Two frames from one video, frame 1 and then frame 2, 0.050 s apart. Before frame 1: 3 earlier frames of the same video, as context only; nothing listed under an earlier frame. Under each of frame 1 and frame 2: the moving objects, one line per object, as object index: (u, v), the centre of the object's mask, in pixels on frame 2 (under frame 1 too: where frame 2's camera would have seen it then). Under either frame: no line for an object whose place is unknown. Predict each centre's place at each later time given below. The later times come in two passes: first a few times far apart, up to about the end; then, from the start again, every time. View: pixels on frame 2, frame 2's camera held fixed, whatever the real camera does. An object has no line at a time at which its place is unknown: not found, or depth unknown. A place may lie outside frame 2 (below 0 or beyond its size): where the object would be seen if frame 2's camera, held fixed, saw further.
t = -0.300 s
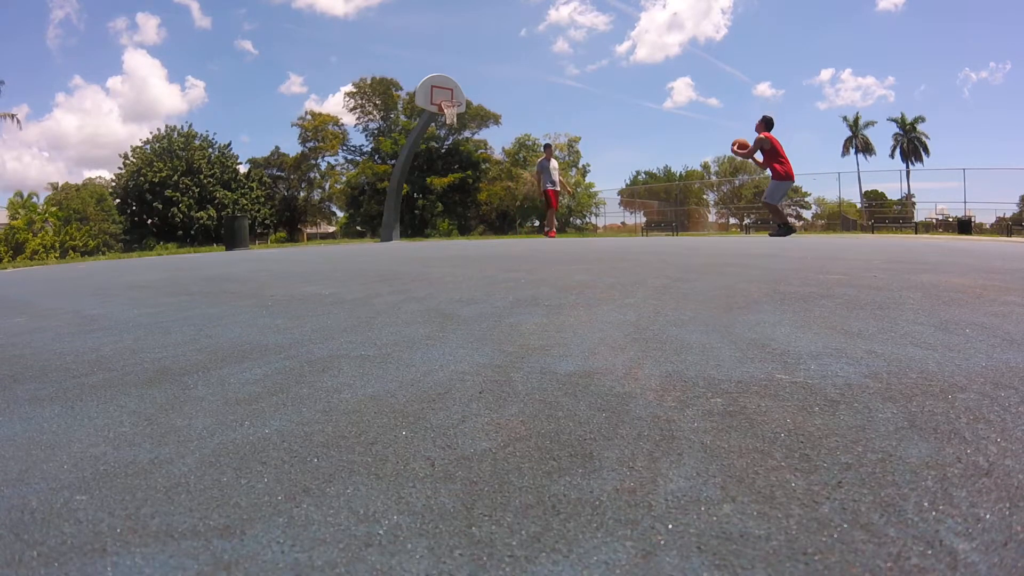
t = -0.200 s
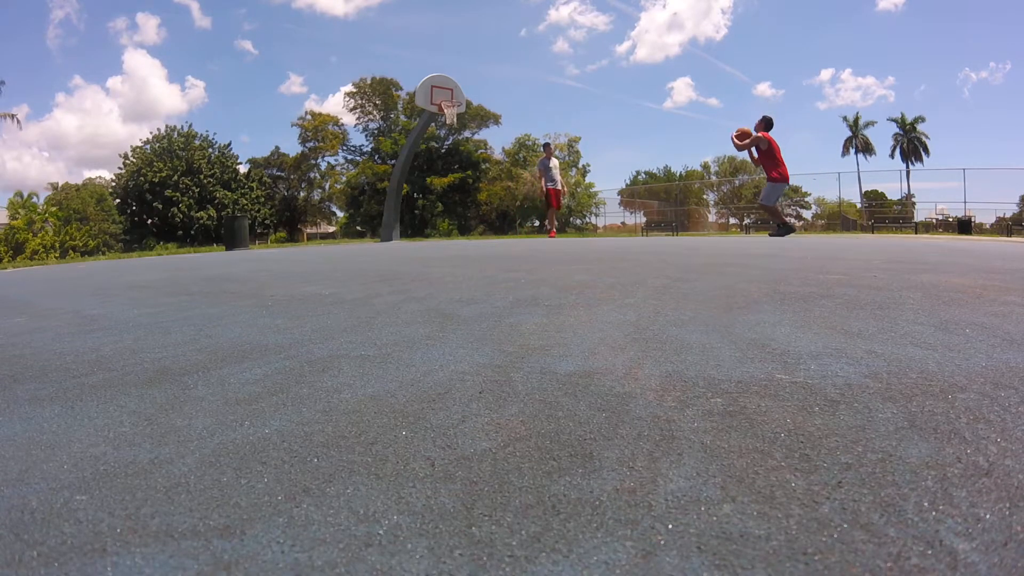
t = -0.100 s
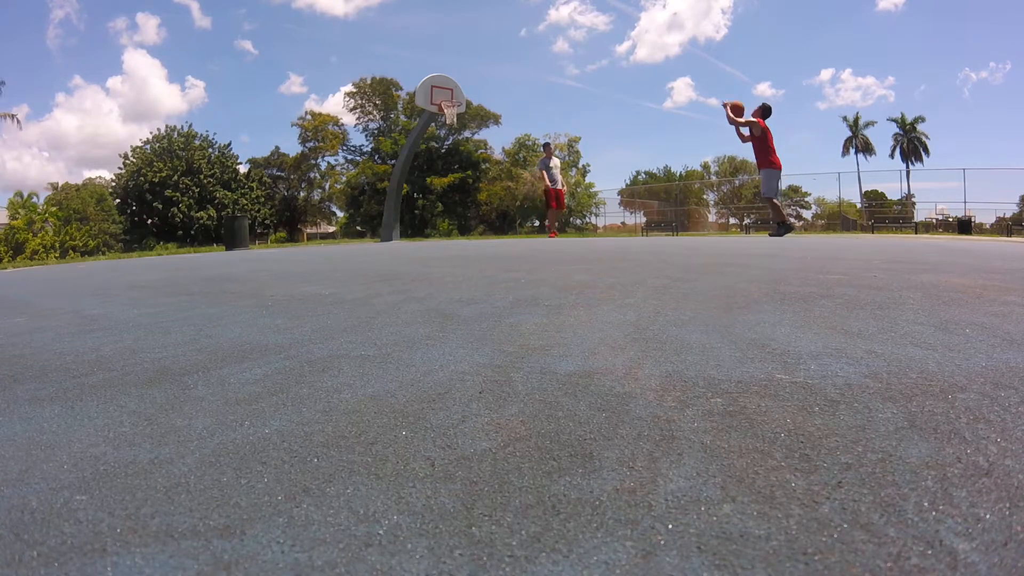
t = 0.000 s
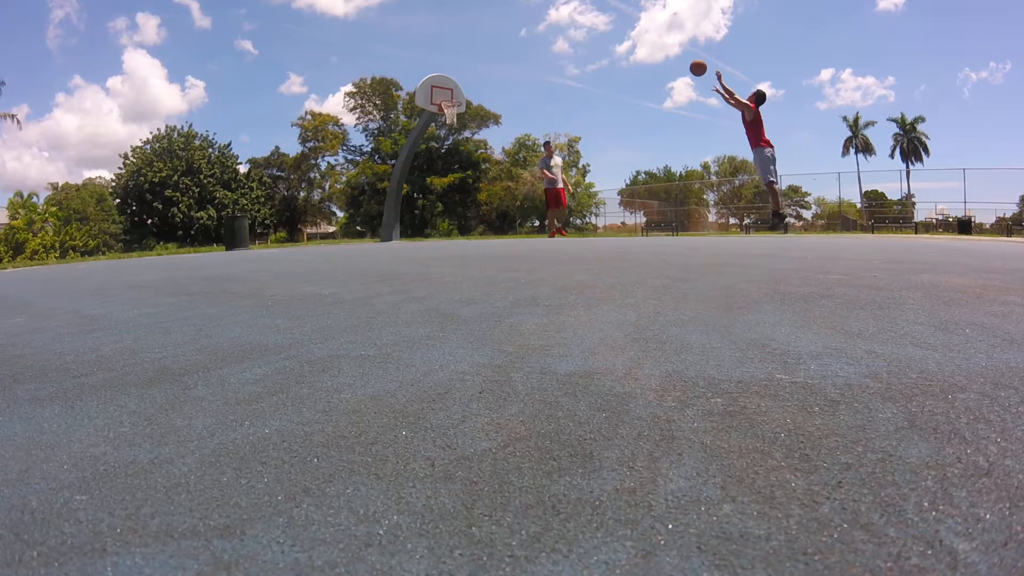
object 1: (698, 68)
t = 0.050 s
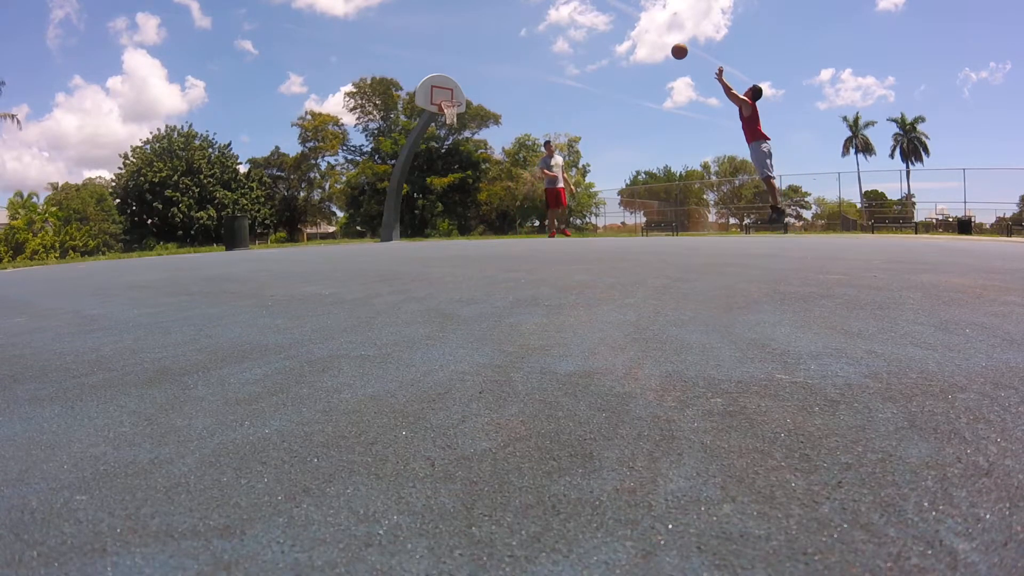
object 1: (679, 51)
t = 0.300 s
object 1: (601, 6)
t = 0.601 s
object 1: (533, 7)
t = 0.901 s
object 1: (485, 47)
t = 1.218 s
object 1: (456, 94)
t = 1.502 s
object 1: (490, 80)
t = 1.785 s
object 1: (526, 99)
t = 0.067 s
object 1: (673, 46)
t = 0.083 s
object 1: (667, 42)
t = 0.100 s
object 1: (662, 38)
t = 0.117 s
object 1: (656, 33)
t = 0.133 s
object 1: (650, 30)
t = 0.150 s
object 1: (645, 26)
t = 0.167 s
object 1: (639, 23)
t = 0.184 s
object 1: (634, 20)
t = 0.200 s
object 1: (629, 18)
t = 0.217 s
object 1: (624, 15)
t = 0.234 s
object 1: (619, 13)
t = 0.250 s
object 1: (614, 11)
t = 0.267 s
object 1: (610, 9)
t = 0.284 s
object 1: (605, 8)
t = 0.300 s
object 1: (601, 6)
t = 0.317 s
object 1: (596, 6)
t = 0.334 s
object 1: (592, 5)
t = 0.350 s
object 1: (588, 4)
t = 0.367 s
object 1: (583, 4)
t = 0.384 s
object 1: (579, 4)
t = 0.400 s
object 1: (575, 3)
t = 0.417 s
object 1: (572, 3)
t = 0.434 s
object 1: (568, 3)
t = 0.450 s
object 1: (564, 3)
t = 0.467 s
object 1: (560, 3)
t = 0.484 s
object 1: (557, 4)
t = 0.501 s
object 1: (553, 4)
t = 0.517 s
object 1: (550, 4)
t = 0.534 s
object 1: (546, 4)
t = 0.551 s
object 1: (543, 5)
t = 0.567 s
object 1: (540, 5)
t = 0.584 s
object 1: (536, 6)
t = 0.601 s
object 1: (533, 7)
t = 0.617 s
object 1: (530, 9)
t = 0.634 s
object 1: (527, 10)
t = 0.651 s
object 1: (524, 12)
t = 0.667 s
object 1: (521, 13)
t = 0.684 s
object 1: (518, 15)
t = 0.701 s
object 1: (515, 17)
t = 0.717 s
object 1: (513, 19)
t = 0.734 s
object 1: (510, 21)
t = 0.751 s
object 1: (507, 23)
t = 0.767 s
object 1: (504, 25)
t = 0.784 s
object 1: (502, 28)
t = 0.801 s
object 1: (499, 30)
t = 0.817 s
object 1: (497, 33)
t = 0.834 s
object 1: (494, 35)
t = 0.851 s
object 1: (492, 38)
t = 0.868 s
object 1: (489, 41)
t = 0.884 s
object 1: (487, 44)
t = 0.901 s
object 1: (485, 47)
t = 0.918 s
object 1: (482, 50)
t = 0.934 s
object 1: (480, 53)
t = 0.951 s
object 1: (478, 56)
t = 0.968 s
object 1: (475, 60)
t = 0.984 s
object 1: (473, 63)
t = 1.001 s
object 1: (471, 67)
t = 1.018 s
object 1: (469, 70)
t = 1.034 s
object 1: (467, 74)
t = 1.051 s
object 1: (465, 78)
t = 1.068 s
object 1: (462, 82)
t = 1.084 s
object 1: (461, 86)
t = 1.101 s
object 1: (458, 90)
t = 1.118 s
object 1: (456, 93)
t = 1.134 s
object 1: (455, 97)
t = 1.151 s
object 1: (453, 99)
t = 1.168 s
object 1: (453, 98)
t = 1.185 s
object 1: (453, 97)
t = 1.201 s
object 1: (455, 96)
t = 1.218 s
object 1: (456, 94)
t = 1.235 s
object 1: (458, 93)
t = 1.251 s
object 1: (460, 91)
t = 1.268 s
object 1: (462, 90)
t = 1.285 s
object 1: (464, 88)
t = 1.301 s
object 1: (466, 86)
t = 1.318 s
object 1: (468, 85)
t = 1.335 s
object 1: (470, 84)
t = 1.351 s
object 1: (472, 83)
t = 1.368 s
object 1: (474, 82)
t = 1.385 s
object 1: (476, 82)
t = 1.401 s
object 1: (478, 81)
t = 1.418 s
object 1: (479, 81)
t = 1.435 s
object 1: (481, 80)
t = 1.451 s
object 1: (484, 80)
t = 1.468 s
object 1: (485, 80)
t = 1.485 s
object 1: (488, 80)
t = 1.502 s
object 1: (490, 80)
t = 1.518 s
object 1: (492, 80)
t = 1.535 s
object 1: (494, 80)
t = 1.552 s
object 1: (496, 80)
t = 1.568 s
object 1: (498, 81)
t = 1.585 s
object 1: (500, 81)
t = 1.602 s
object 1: (502, 82)
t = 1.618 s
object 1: (504, 83)
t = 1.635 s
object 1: (506, 84)
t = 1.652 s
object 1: (508, 85)
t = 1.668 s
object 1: (510, 86)
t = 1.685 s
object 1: (513, 88)
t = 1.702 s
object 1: (515, 89)
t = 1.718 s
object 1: (517, 91)
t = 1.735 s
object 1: (519, 93)
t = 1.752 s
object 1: (522, 95)
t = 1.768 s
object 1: (524, 97)
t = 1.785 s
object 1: (526, 99)
